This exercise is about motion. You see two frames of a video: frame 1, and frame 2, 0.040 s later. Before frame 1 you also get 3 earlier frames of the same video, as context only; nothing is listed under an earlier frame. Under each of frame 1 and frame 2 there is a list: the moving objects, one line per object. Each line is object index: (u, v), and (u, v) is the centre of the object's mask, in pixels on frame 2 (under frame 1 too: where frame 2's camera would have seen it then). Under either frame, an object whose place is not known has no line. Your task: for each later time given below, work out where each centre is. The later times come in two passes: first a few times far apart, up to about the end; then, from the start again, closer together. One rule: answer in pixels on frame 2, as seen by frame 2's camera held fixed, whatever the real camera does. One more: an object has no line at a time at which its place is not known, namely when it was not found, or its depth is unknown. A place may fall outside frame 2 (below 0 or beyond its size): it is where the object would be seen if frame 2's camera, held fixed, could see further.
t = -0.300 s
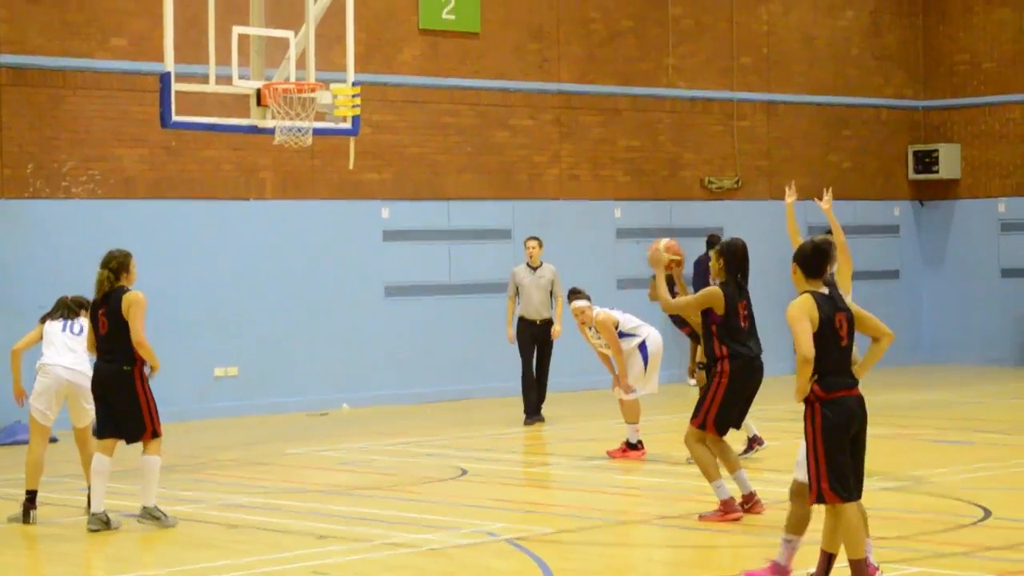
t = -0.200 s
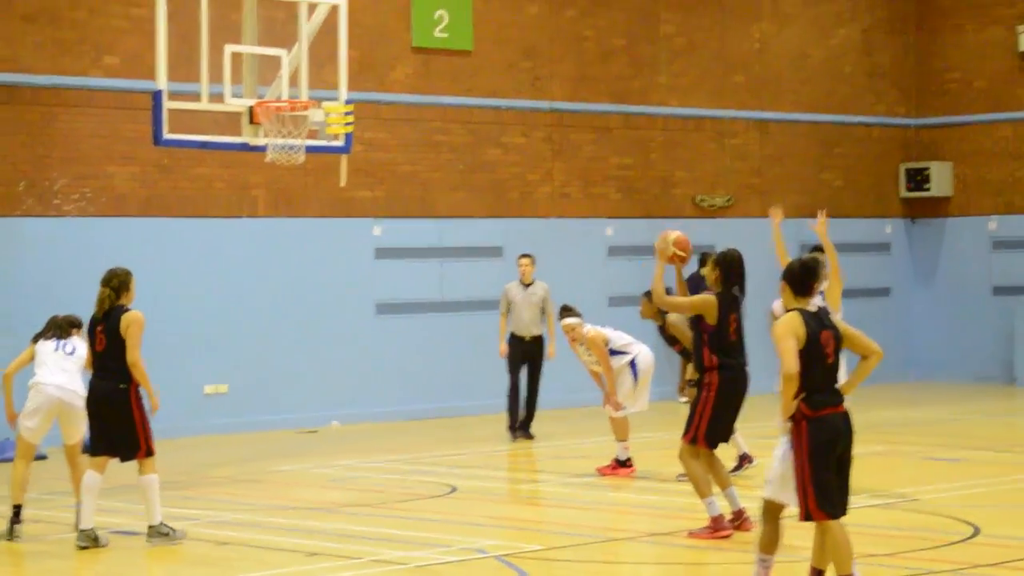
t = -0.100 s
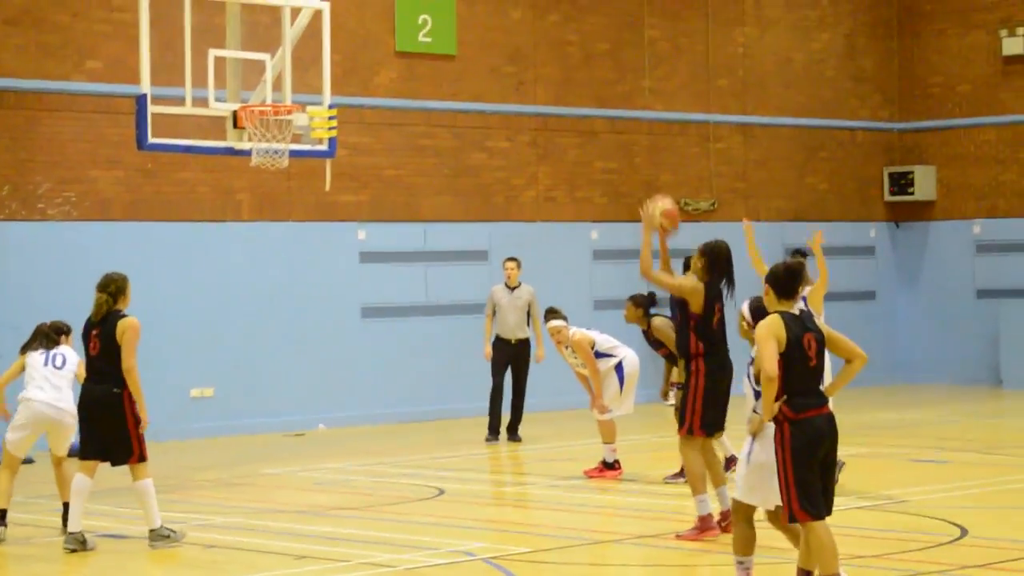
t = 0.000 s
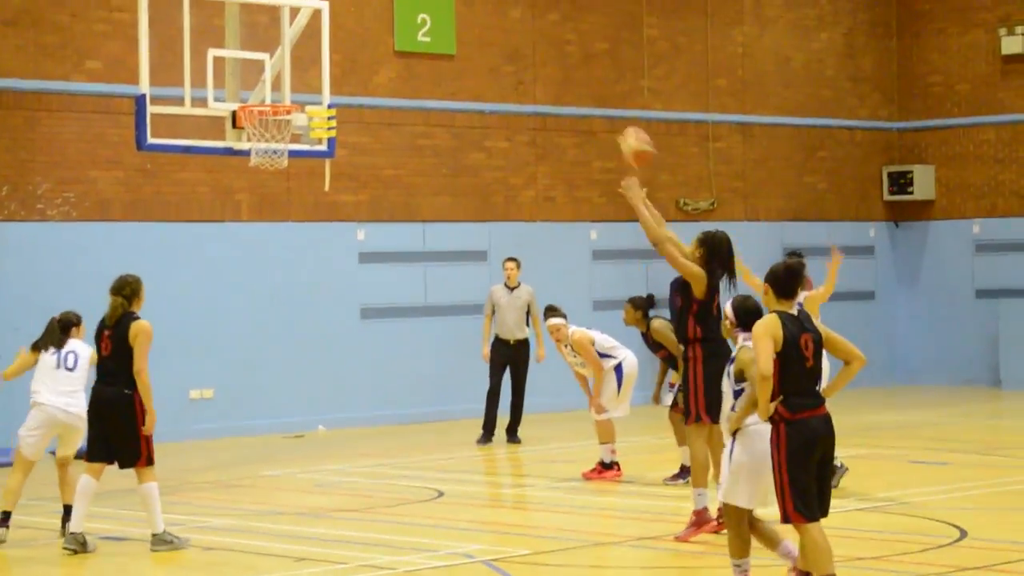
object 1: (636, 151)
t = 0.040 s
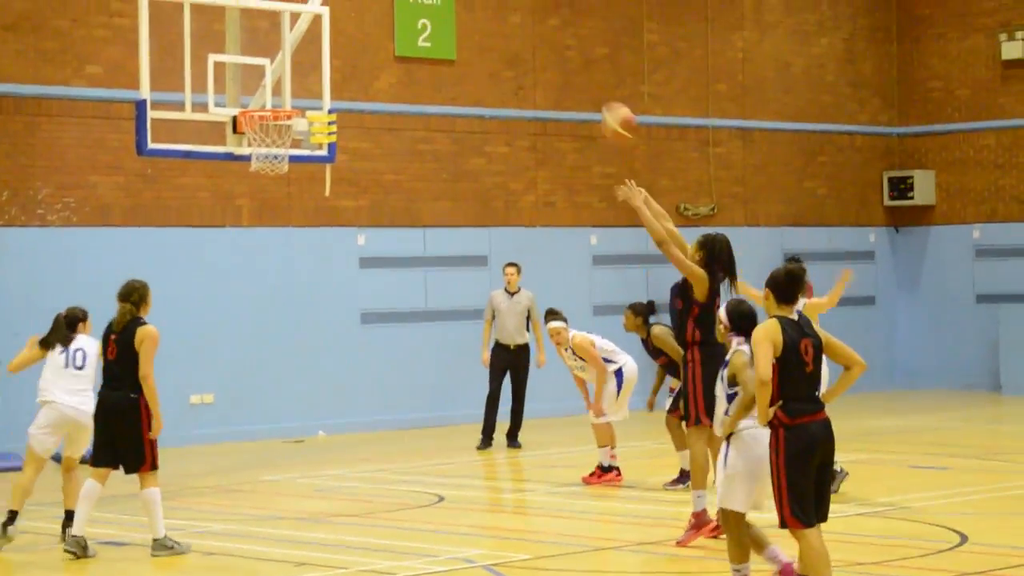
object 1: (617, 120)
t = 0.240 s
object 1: (534, 11)
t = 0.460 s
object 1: (448, -43)
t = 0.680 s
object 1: (373, -31)
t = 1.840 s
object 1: (264, 176)
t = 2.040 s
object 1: (275, 269)
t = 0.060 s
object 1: (609, 106)
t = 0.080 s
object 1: (599, 91)
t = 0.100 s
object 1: (591, 81)
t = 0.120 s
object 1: (582, 69)
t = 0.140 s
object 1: (574, 58)
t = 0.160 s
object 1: (566, 48)
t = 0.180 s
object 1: (558, 38)
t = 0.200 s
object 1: (549, 28)
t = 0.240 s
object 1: (534, 11)
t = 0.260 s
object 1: (524, 2)
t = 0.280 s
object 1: (517, -5)
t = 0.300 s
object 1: (510, -11)
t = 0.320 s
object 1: (502, -17)
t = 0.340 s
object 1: (493, -22)
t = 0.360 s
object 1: (485, -27)
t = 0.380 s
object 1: (477, -32)
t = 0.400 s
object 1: (470, -36)
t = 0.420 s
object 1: (462, -39)
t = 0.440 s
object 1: (455, -41)
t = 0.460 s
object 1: (448, -43)
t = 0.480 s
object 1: (440, -45)
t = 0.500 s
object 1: (434, -45)
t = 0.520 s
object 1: (426, -46)
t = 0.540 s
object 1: (418, -46)
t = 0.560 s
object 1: (411, -45)
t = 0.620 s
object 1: (390, -41)
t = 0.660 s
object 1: (379, -37)
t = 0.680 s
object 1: (373, -31)
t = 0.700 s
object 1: (364, -30)
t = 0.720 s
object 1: (359, -24)
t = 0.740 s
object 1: (353, -19)
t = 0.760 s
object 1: (347, -13)
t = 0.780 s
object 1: (340, -6)
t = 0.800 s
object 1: (334, -1)
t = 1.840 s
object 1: (264, 176)
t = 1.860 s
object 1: (265, 183)
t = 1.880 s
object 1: (266, 191)
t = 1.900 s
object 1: (268, 199)
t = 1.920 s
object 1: (270, 207)
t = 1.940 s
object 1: (272, 216)
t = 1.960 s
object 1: (273, 226)
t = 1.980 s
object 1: (273, 237)
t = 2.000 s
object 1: (274, 248)
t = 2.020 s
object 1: (275, 259)
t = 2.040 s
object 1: (275, 269)
